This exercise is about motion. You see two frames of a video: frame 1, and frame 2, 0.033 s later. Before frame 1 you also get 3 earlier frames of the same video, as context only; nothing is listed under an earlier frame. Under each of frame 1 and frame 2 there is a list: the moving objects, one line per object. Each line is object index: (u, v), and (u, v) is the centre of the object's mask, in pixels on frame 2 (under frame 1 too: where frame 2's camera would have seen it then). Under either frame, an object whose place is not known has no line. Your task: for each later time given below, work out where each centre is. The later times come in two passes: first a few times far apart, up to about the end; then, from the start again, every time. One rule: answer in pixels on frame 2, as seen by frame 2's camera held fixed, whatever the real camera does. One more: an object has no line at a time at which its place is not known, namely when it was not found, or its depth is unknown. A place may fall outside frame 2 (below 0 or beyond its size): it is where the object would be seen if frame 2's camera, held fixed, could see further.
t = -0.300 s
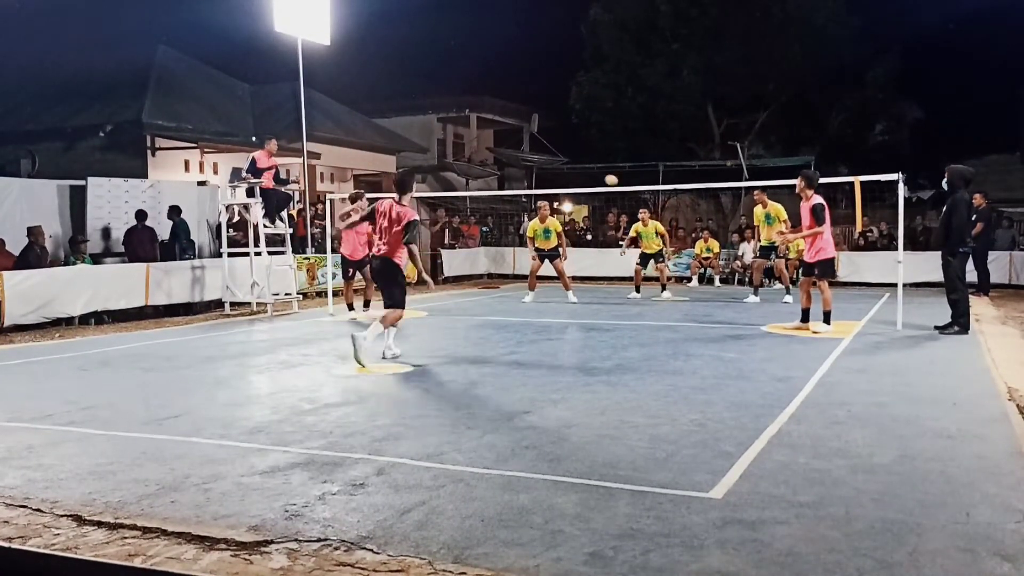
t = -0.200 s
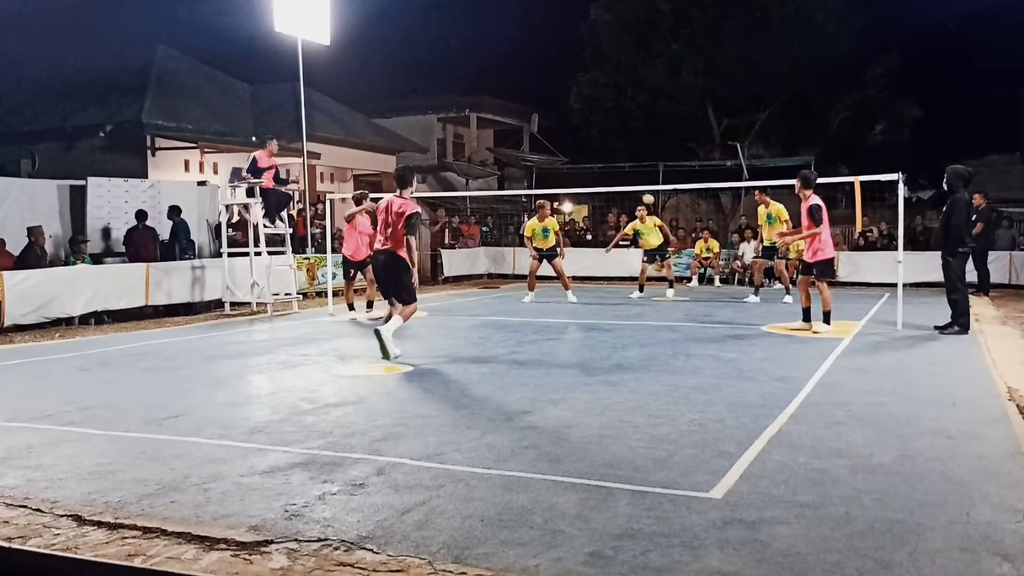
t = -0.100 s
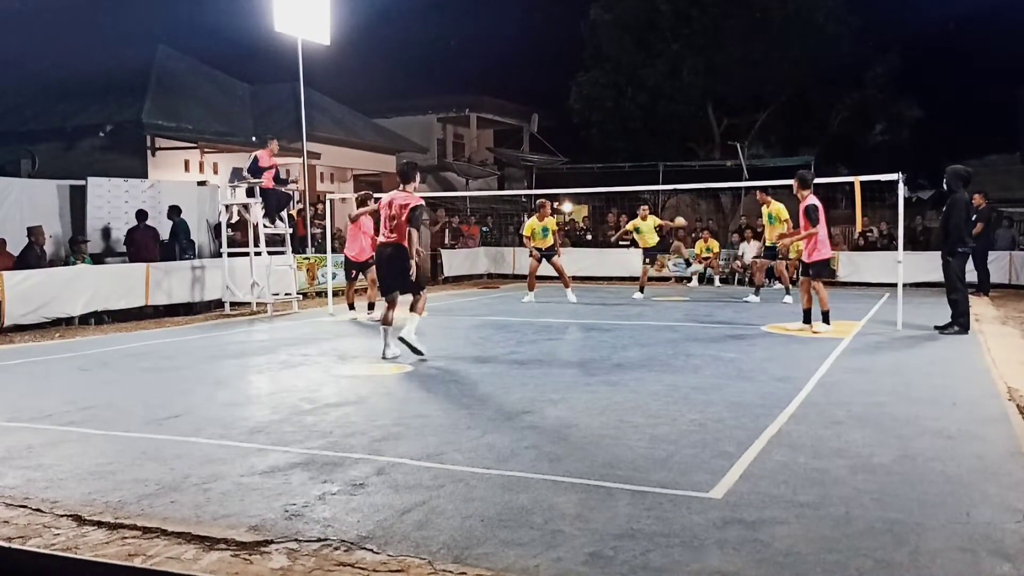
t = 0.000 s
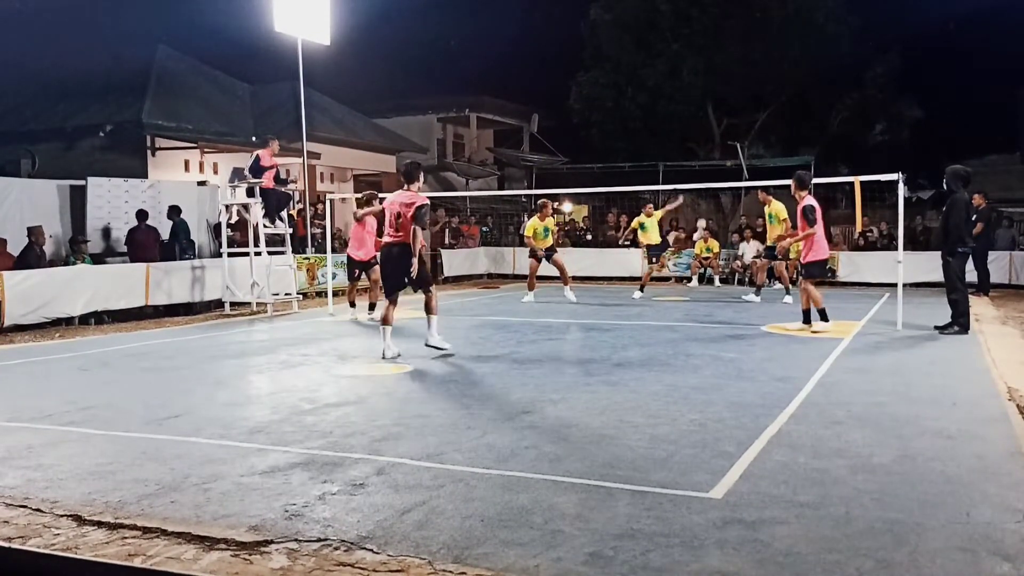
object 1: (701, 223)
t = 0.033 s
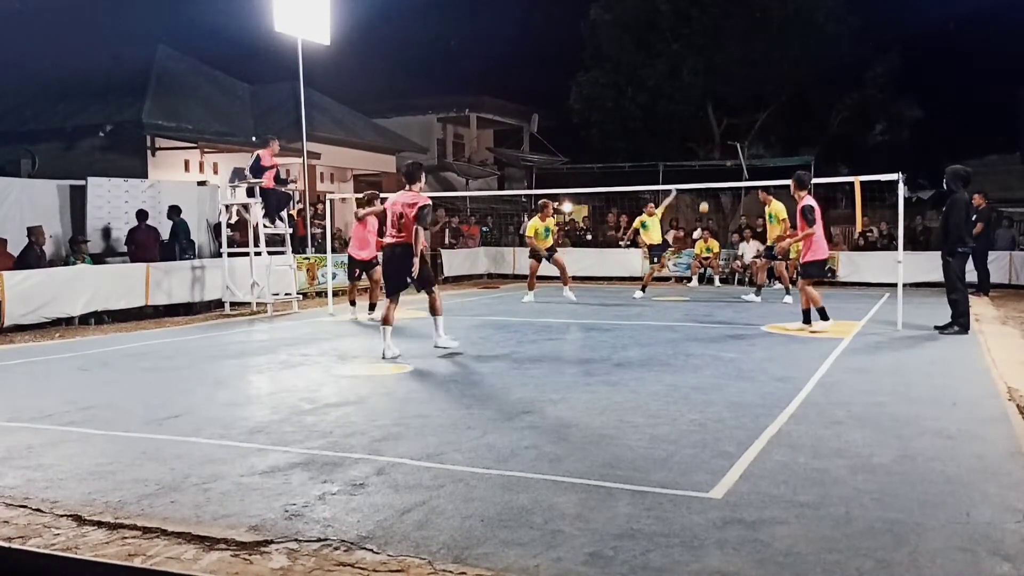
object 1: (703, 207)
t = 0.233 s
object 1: (720, 121)
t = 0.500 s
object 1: (743, 45)
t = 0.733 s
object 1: (765, 15)
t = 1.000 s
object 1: (790, 26)
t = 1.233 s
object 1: (812, 77)
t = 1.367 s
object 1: (824, 124)
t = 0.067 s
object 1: (706, 192)
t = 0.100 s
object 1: (709, 176)
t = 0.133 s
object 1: (711, 161)
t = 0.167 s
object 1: (714, 147)
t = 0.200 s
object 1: (717, 134)
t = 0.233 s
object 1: (720, 121)
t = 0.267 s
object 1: (722, 109)
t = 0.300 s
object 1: (725, 98)
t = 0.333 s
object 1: (728, 87)
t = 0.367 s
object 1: (731, 77)
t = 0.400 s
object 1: (734, 68)
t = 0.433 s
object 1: (737, 60)
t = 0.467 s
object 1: (740, 52)
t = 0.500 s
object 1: (743, 45)
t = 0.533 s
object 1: (746, 38)
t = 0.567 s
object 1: (749, 32)
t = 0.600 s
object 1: (752, 27)
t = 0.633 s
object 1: (755, 23)
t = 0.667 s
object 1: (758, 20)
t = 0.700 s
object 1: (761, 17)
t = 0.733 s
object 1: (765, 15)
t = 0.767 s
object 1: (768, 13)
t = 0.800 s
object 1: (771, 13)
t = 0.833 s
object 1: (774, 13)
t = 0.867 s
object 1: (777, 14)
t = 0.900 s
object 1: (780, 16)
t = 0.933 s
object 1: (783, 19)
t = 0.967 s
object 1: (787, 22)
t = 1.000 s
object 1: (790, 26)
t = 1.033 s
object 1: (793, 31)
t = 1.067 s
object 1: (796, 37)
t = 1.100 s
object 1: (799, 43)
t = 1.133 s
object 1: (802, 51)
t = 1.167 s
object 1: (805, 59)
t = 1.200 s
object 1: (809, 68)
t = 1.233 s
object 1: (812, 77)
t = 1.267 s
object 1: (815, 88)
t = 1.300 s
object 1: (818, 99)
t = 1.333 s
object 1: (821, 111)
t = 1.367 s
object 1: (824, 124)
